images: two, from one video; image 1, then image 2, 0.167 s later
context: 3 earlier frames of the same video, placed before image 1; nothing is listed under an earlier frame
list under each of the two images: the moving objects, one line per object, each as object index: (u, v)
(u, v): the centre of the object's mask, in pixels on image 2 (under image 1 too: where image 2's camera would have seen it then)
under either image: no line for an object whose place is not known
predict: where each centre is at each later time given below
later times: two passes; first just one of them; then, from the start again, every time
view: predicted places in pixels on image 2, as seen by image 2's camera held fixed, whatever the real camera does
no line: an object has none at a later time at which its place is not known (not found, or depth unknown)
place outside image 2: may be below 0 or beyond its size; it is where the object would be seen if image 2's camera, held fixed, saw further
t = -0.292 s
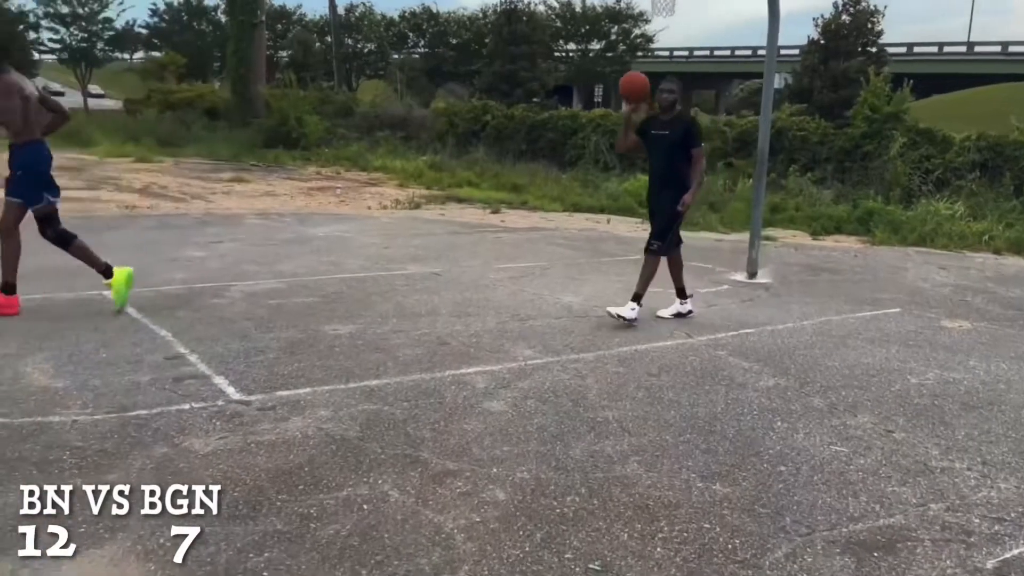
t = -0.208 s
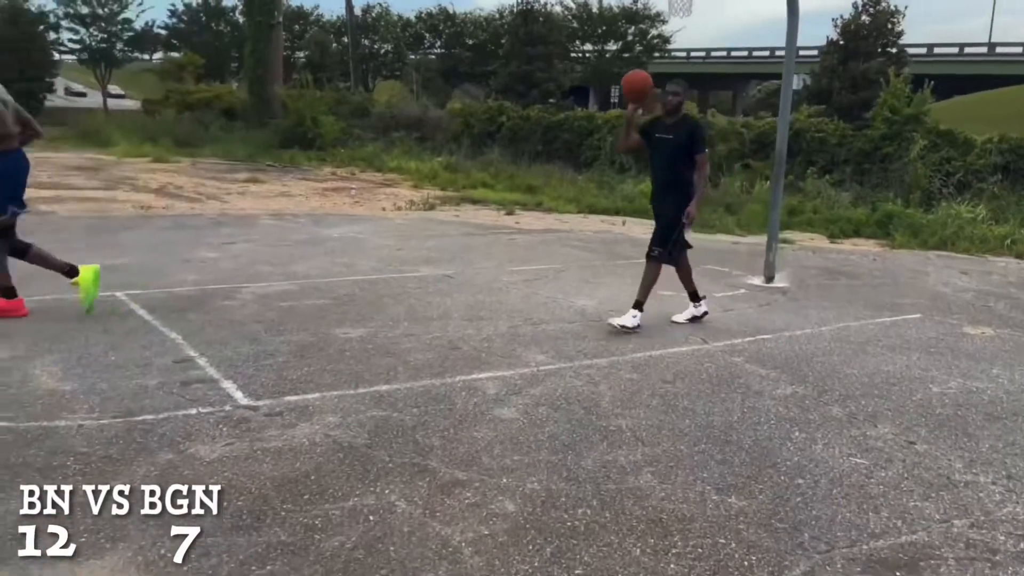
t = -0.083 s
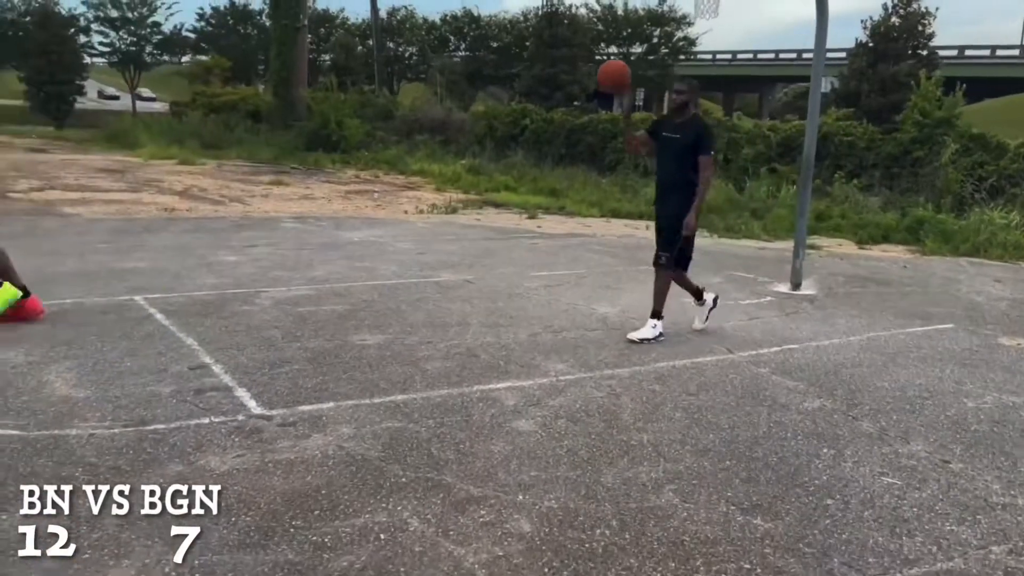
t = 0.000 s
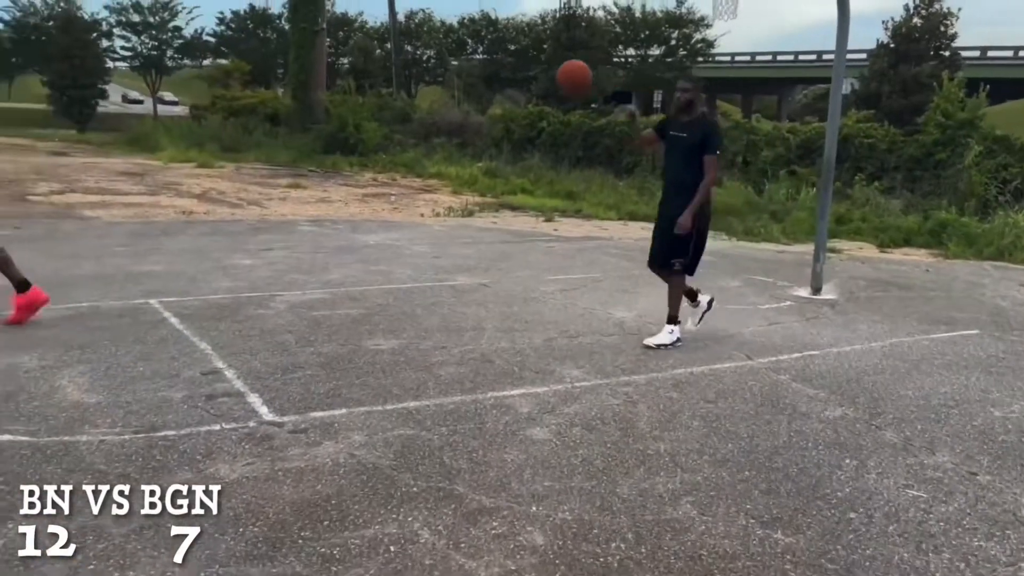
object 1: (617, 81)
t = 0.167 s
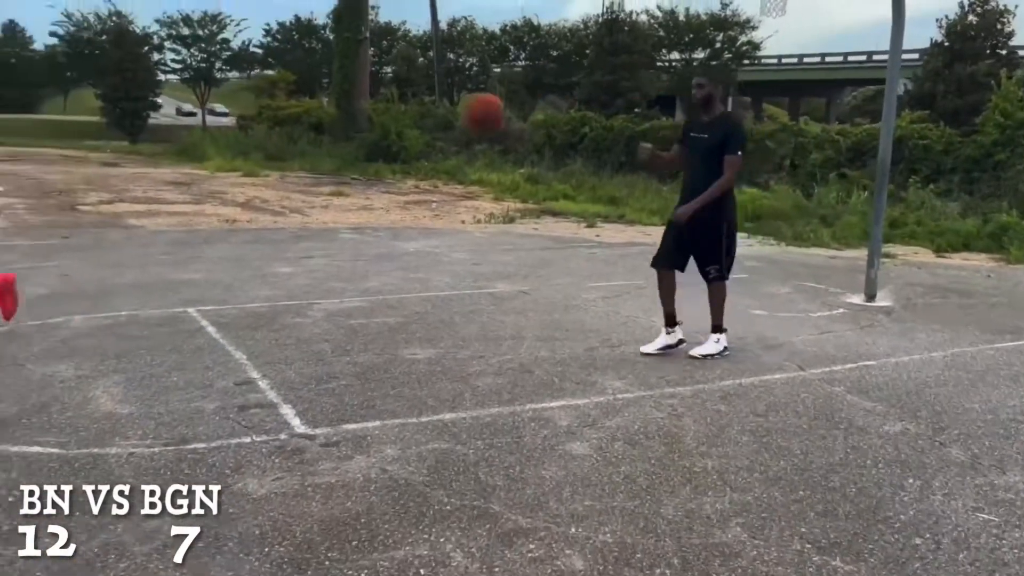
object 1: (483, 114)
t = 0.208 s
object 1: (448, 129)
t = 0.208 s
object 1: (448, 129)
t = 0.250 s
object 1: (409, 147)
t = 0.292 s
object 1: (370, 171)
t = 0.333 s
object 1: (330, 199)
